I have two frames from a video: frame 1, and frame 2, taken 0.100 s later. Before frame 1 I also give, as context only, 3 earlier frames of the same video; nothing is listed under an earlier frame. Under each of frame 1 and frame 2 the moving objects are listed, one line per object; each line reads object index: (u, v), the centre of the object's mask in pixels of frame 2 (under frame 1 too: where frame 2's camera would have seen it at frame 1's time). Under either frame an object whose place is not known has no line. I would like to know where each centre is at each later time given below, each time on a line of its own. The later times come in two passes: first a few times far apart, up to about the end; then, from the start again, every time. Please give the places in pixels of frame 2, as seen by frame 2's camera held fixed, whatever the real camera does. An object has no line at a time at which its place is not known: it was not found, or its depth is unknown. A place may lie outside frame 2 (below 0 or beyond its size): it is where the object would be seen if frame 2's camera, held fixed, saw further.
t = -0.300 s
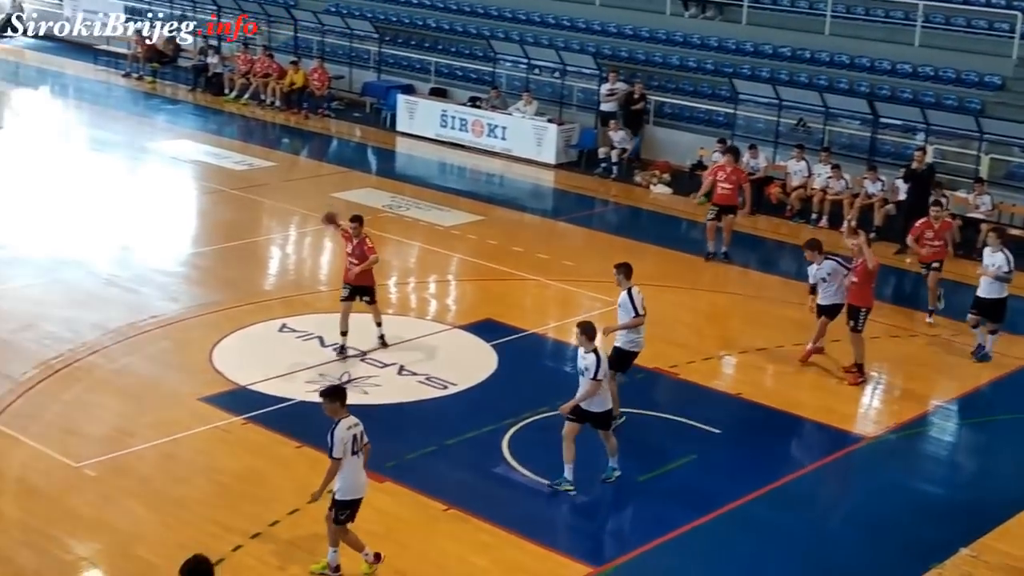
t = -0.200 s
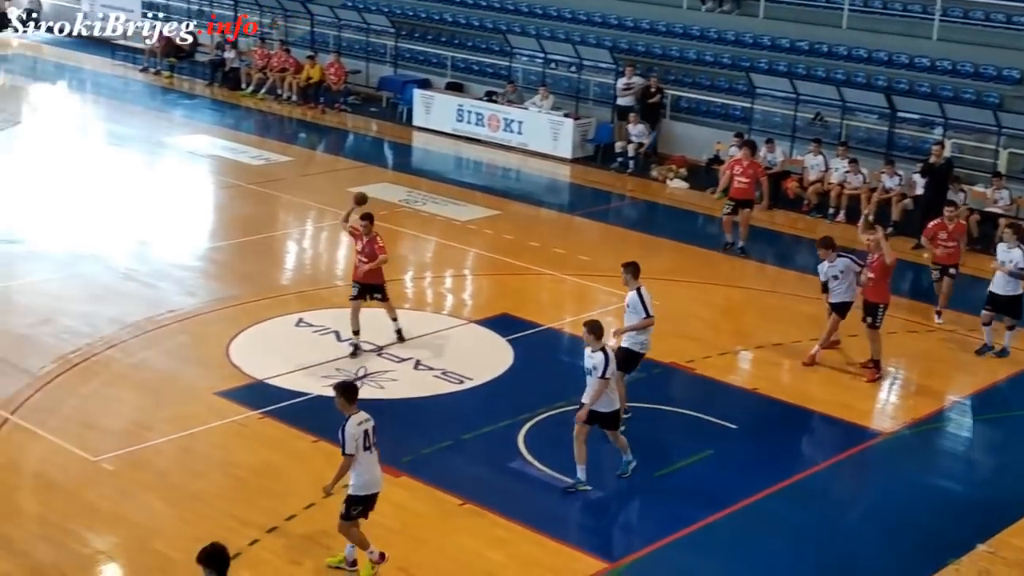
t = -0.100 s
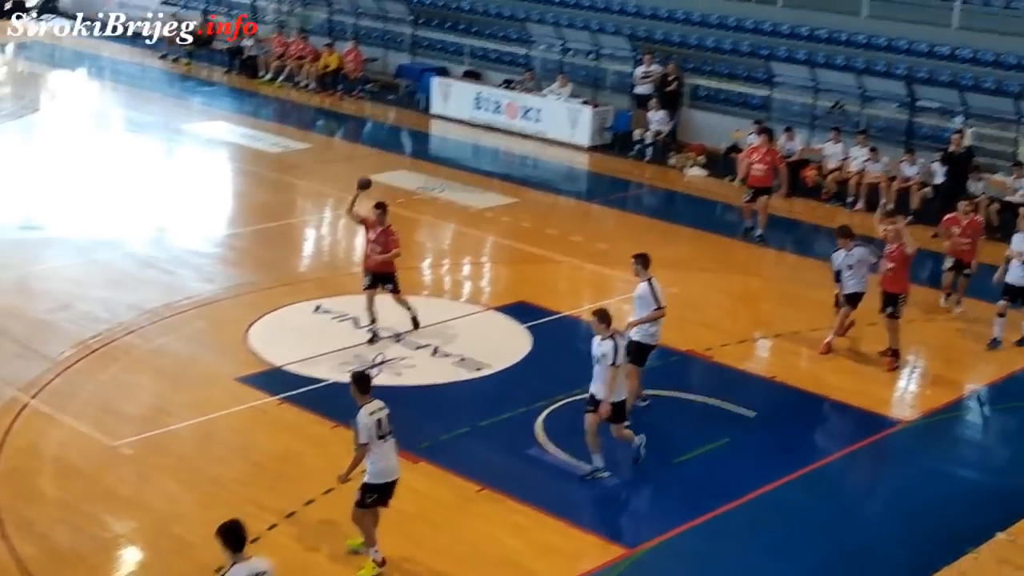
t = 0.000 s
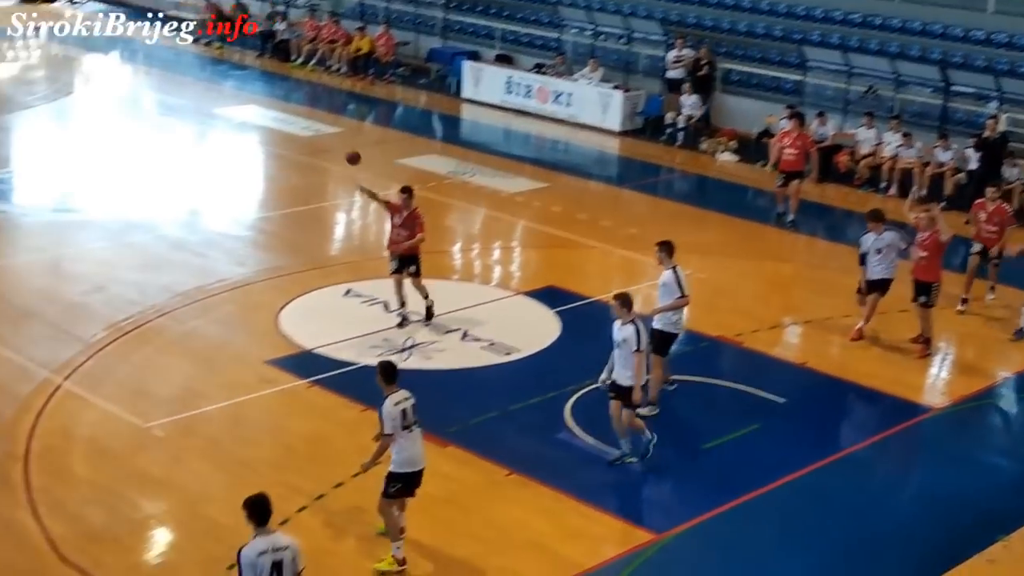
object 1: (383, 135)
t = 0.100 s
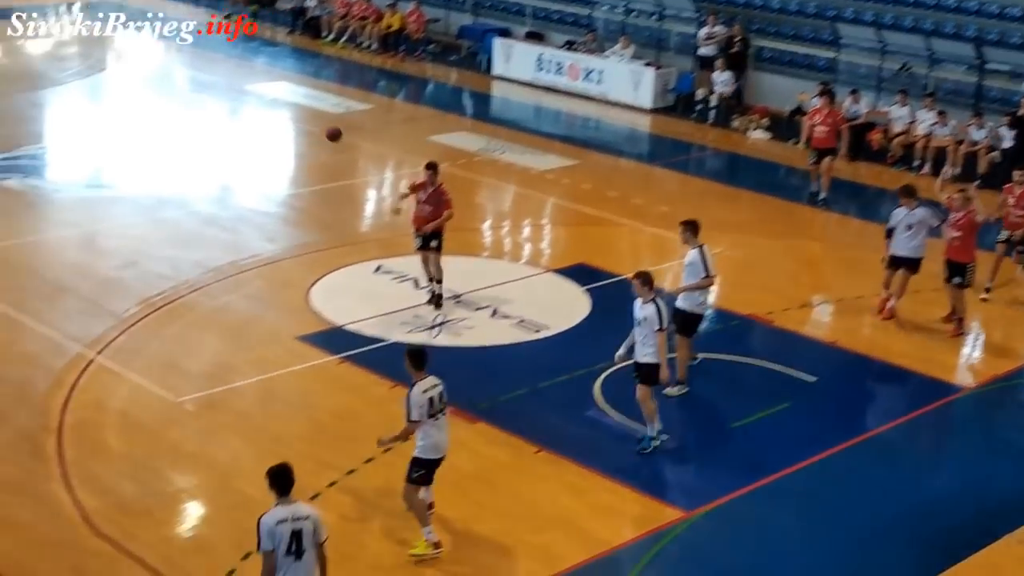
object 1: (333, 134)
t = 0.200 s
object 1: (277, 142)
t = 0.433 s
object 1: (120, 204)
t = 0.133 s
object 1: (315, 135)
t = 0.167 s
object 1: (296, 138)
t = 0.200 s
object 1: (277, 142)
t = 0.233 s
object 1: (257, 147)
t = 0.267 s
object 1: (235, 153)
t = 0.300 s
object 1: (214, 161)
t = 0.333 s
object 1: (193, 169)
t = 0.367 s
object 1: (169, 179)
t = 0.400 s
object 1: (146, 191)
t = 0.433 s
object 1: (120, 204)
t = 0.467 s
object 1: (94, 219)
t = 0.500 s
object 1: (67, 236)
